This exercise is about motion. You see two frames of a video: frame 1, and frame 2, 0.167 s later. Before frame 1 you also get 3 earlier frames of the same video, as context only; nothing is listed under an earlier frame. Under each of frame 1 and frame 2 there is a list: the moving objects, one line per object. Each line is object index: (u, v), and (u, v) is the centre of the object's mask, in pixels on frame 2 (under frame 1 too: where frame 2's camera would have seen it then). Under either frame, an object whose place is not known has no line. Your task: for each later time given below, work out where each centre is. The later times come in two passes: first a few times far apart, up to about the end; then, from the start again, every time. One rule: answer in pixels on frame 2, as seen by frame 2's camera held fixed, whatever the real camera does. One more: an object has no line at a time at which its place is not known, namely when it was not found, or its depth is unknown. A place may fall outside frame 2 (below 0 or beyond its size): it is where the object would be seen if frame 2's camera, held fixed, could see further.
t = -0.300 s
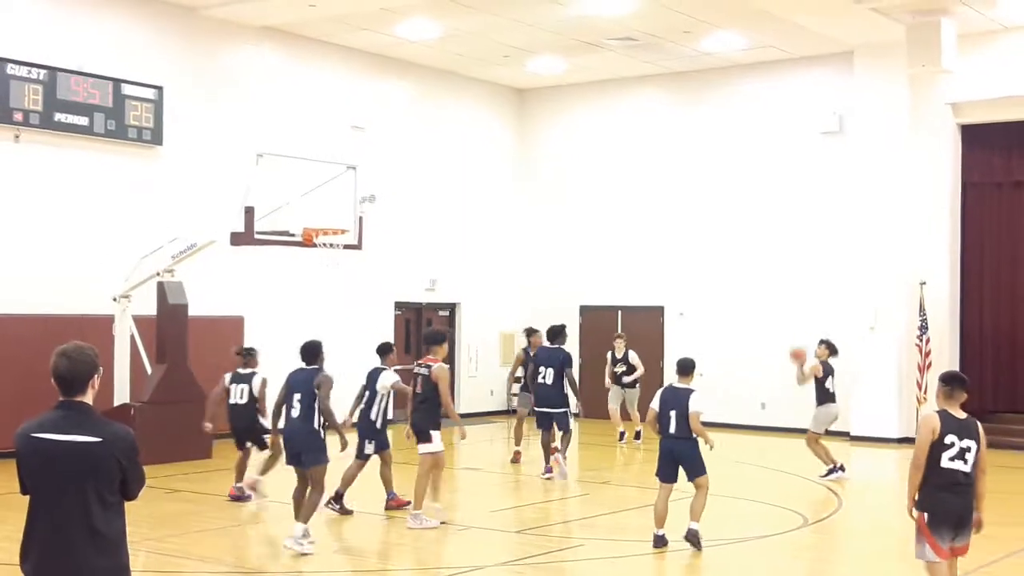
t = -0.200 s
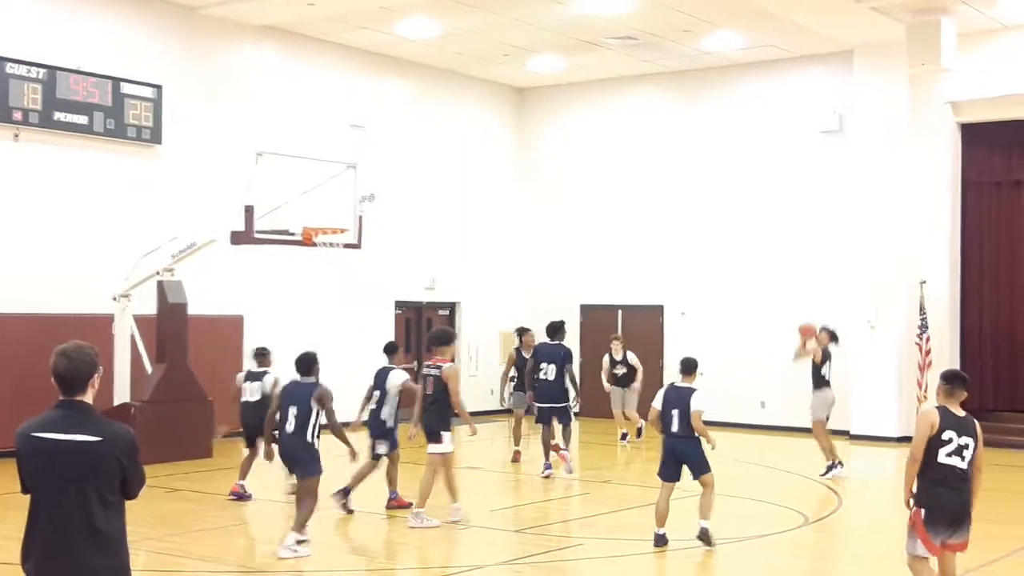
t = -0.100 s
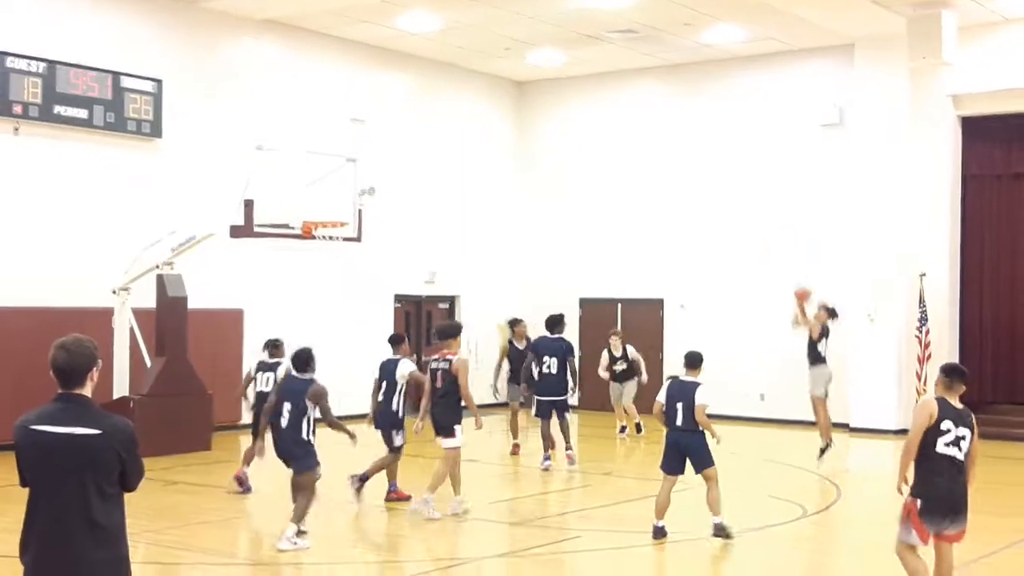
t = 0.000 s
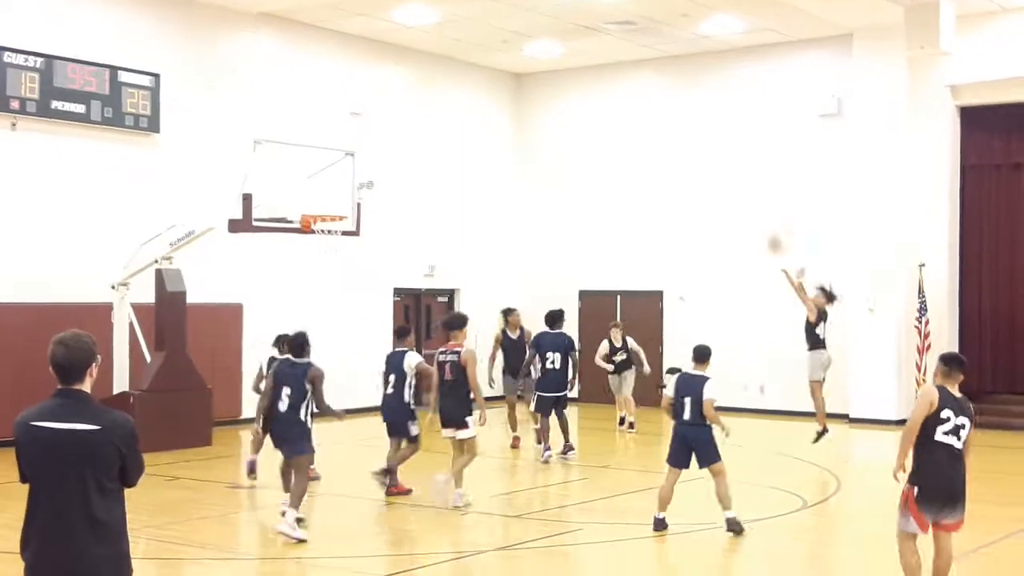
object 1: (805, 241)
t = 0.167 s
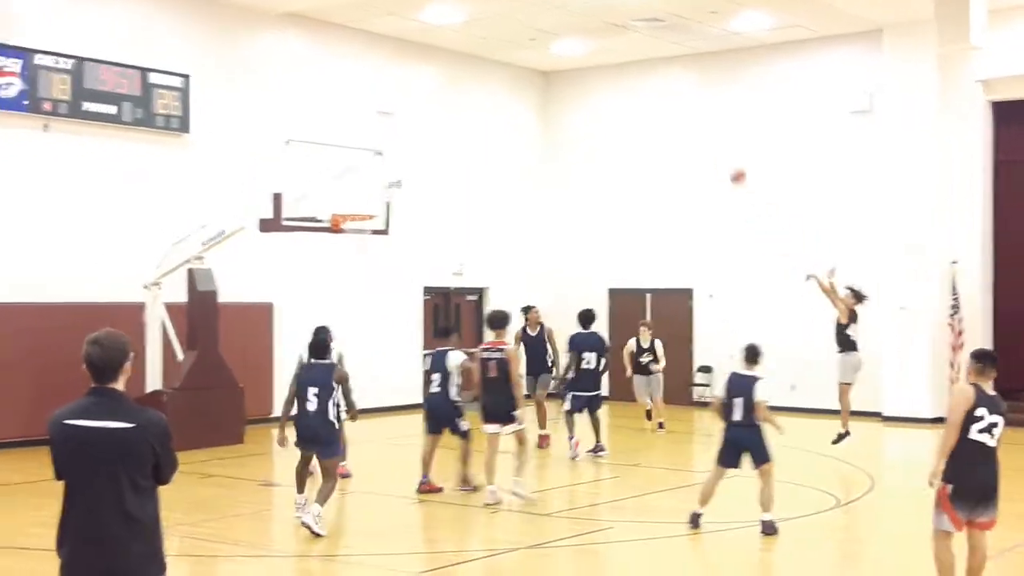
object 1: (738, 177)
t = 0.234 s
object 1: (711, 156)
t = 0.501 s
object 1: (604, 108)
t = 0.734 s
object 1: (510, 111)
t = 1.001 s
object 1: (403, 164)
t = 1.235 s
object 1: (368, 195)
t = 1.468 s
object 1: (424, 183)
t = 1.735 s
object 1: (496, 229)
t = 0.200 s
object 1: (725, 166)
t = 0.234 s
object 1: (711, 156)
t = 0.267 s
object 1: (698, 148)
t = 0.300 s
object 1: (684, 139)
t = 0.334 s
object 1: (671, 132)
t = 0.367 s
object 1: (657, 126)
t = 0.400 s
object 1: (644, 120)
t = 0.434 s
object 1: (631, 115)
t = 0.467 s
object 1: (617, 112)
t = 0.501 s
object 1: (604, 108)
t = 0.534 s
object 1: (591, 106)
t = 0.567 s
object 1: (577, 105)
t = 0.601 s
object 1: (564, 105)
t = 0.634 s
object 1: (551, 105)
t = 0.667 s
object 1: (537, 106)
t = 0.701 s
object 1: (523, 108)
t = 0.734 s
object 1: (510, 111)
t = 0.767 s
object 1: (497, 115)
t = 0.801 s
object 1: (483, 119)
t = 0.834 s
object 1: (470, 124)
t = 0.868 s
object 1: (456, 130)
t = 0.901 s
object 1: (443, 138)
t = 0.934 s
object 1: (429, 146)
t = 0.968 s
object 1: (417, 155)
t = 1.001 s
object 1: (403, 164)
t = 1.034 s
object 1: (390, 176)
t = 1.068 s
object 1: (374, 187)
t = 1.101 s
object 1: (360, 199)
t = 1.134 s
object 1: (349, 208)
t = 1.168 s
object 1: (353, 205)
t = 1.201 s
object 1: (360, 200)
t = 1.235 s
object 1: (368, 195)
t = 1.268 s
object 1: (376, 191)
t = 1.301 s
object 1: (384, 187)
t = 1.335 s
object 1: (392, 184)
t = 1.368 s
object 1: (399, 183)
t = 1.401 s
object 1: (408, 182)
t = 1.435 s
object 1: (416, 182)
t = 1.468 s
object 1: (424, 183)
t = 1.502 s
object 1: (433, 185)
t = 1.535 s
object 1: (442, 188)
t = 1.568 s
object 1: (450, 192)
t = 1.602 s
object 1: (459, 197)
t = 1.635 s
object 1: (468, 203)
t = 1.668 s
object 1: (477, 211)
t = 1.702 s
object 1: (486, 219)
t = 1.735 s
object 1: (496, 229)
